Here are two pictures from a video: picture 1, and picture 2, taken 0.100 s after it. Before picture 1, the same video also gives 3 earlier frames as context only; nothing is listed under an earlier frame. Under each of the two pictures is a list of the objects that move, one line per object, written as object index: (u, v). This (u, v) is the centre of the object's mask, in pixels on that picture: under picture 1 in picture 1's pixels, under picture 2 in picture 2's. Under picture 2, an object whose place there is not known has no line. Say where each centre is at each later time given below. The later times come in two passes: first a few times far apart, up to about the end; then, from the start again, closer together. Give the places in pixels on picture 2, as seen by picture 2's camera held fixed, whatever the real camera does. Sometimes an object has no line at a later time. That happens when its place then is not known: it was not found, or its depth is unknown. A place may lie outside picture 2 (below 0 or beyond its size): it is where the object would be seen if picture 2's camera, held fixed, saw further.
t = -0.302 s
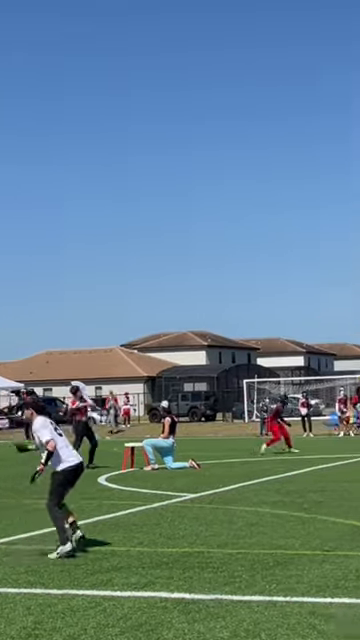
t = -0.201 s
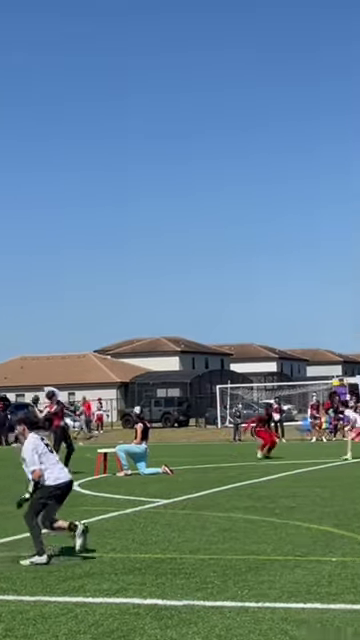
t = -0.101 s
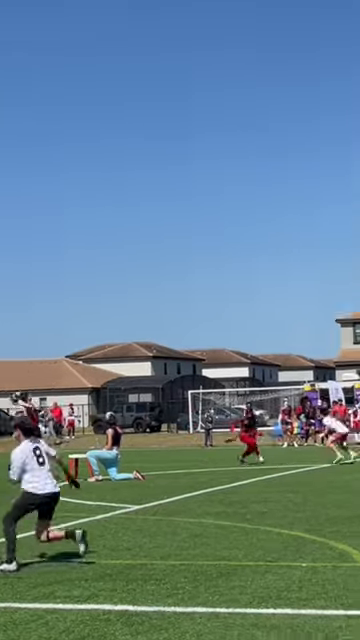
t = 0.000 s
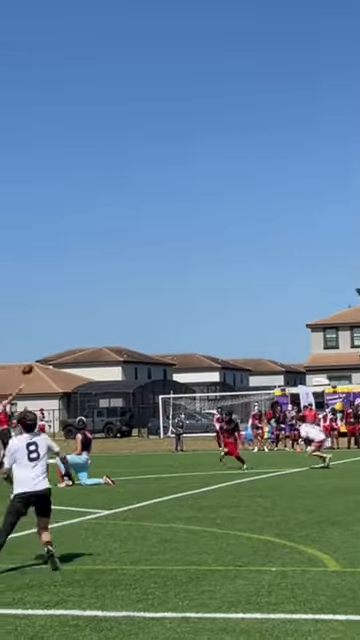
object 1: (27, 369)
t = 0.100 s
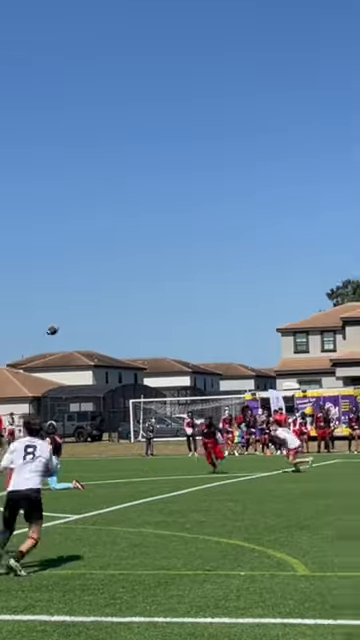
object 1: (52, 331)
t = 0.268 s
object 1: (136, 275)
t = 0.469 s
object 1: (225, 230)
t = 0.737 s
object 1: (328, 201)
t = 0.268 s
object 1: (136, 275)
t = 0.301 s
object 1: (151, 267)
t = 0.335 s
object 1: (167, 258)
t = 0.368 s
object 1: (181, 250)
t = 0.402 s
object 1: (196, 243)
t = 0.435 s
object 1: (211, 236)
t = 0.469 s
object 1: (225, 230)
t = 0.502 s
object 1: (238, 225)
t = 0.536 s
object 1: (252, 220)
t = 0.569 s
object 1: (265, 216)
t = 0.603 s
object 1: (278, 212)
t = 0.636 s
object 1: (291, 208)
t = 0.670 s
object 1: (304, 206)
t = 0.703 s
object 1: (316, 203)
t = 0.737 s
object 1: (328, 201)
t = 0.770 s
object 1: (340, 199)
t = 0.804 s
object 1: (353, 198)
